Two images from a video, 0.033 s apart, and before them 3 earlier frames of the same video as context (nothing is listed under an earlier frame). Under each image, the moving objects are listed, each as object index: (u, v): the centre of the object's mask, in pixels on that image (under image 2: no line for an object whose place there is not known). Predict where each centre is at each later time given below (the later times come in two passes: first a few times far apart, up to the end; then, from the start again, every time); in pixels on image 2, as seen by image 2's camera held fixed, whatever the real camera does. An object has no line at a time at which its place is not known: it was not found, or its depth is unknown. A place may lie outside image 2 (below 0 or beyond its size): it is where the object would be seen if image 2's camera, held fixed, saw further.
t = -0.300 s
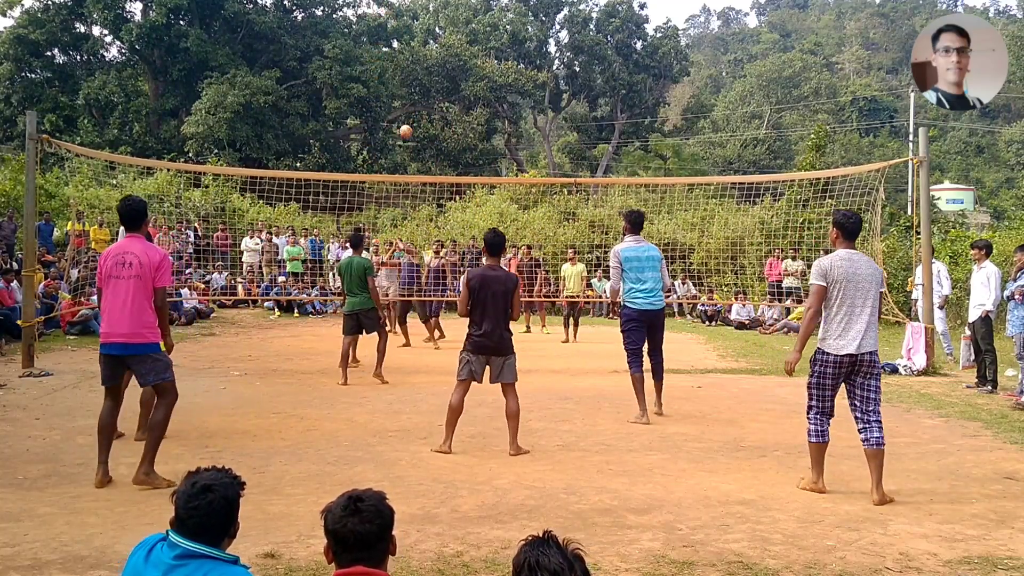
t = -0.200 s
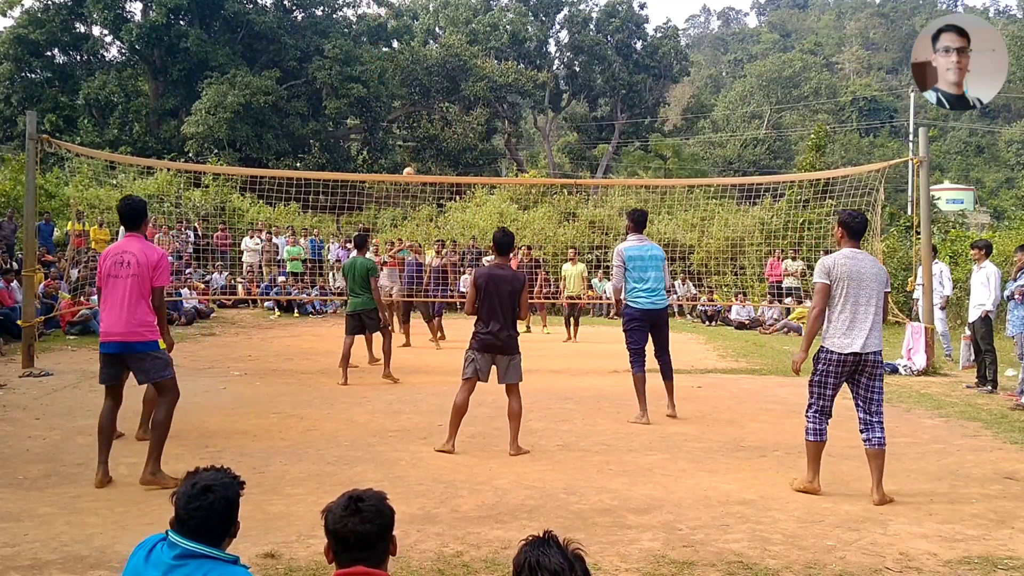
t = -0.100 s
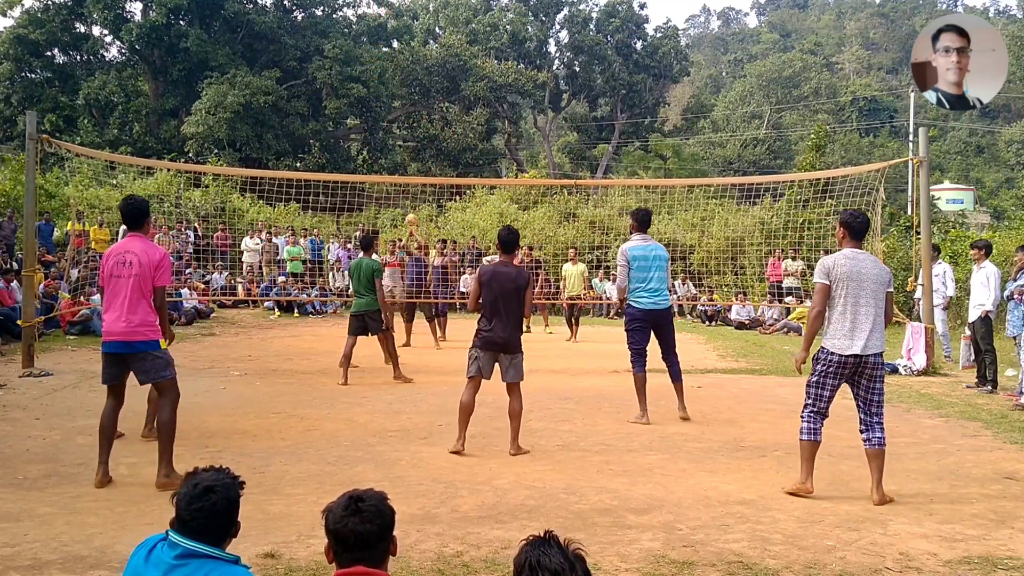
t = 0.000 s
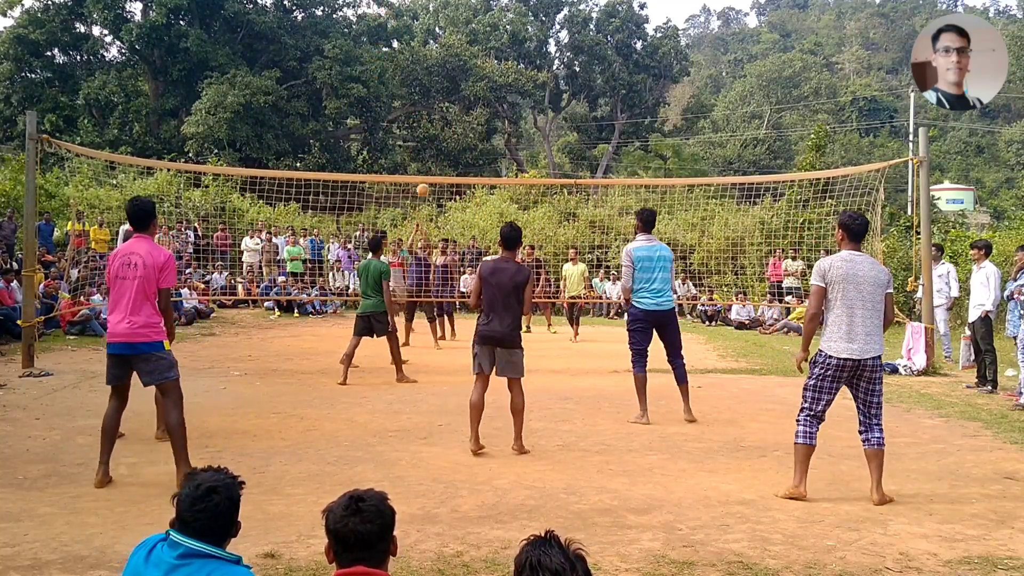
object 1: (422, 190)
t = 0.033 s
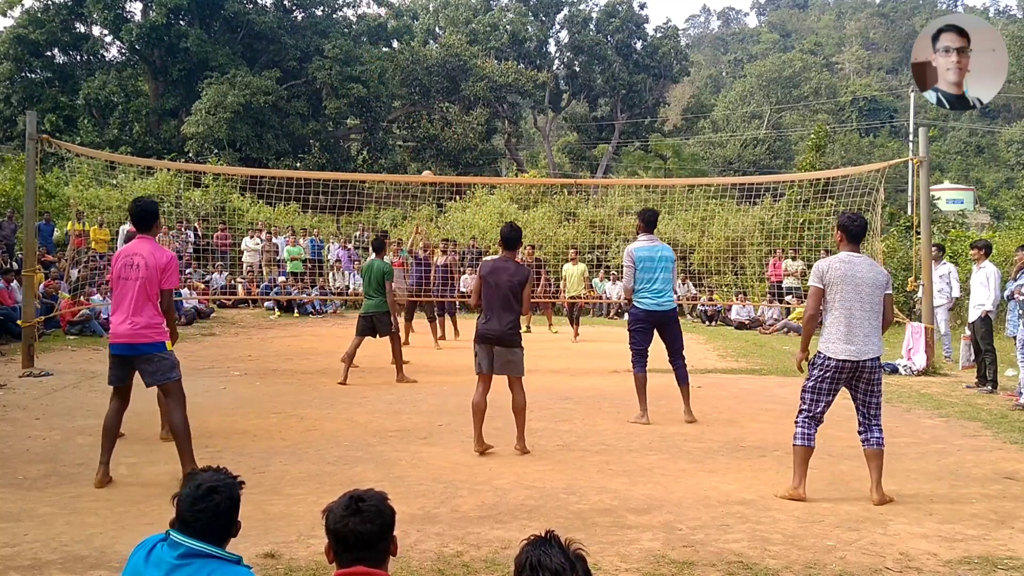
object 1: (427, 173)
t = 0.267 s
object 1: (463, 97)
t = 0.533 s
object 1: (520, 39)
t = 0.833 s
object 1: (615, 47)
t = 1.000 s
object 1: (692, 111)
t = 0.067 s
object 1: (432, 164)
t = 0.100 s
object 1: (437, 152)
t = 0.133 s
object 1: (442, 140)
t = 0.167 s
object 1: (446, 129)
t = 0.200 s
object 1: (452, 118)
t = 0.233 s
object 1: (457, 108)
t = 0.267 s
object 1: (463, 97)
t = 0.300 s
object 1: (469, 87)
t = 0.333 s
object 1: (476, 78)
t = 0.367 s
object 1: (482, 71)
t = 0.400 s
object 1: (489, 63)
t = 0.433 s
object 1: (496, 55)
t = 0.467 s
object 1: (504, 49)
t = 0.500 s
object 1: (512, 43)
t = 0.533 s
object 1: (520, 39)
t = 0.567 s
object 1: (528, 35)
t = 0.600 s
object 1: (537, 33)
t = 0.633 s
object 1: (546, 30)
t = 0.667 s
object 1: (557, 29)
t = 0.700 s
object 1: (568, 30)
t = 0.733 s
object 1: (579, 32)
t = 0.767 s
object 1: (590, 36)
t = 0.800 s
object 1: (602, 41)
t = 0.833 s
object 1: (615, 47)
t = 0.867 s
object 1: (629, 55)
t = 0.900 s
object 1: (643, 66)
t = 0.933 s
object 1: (658, 80)
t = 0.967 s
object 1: (674, 94)
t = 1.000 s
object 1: (692, 111)
